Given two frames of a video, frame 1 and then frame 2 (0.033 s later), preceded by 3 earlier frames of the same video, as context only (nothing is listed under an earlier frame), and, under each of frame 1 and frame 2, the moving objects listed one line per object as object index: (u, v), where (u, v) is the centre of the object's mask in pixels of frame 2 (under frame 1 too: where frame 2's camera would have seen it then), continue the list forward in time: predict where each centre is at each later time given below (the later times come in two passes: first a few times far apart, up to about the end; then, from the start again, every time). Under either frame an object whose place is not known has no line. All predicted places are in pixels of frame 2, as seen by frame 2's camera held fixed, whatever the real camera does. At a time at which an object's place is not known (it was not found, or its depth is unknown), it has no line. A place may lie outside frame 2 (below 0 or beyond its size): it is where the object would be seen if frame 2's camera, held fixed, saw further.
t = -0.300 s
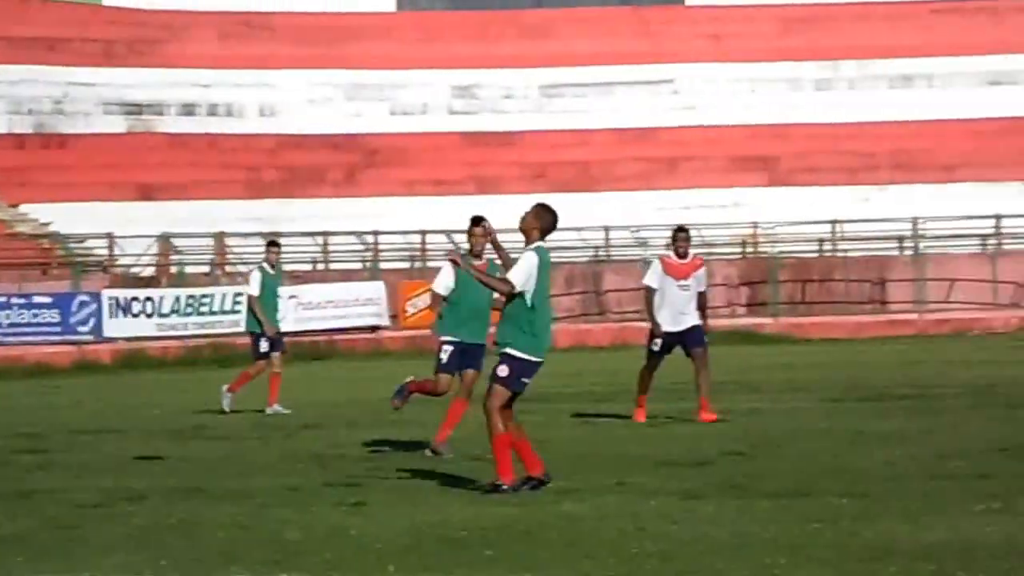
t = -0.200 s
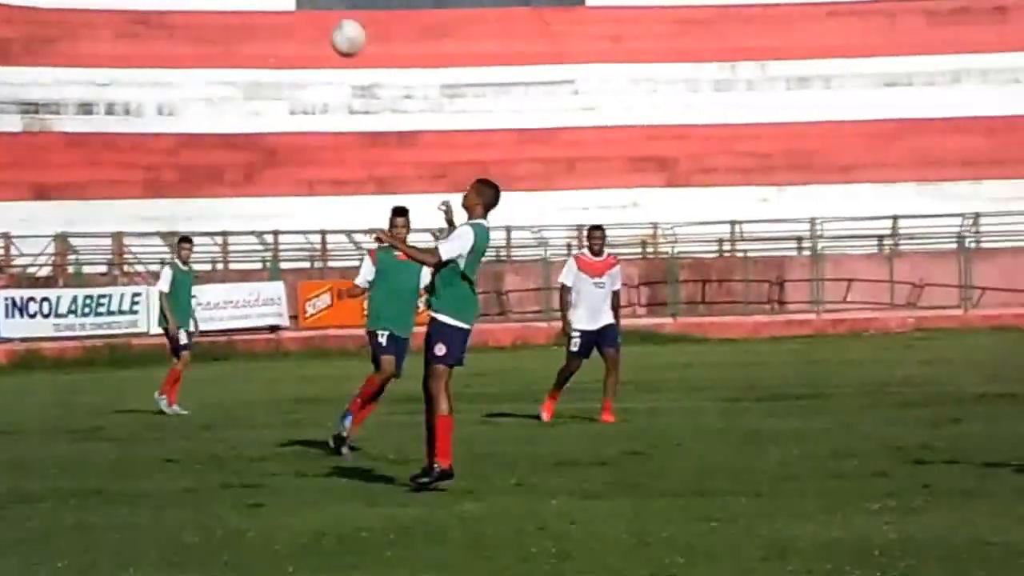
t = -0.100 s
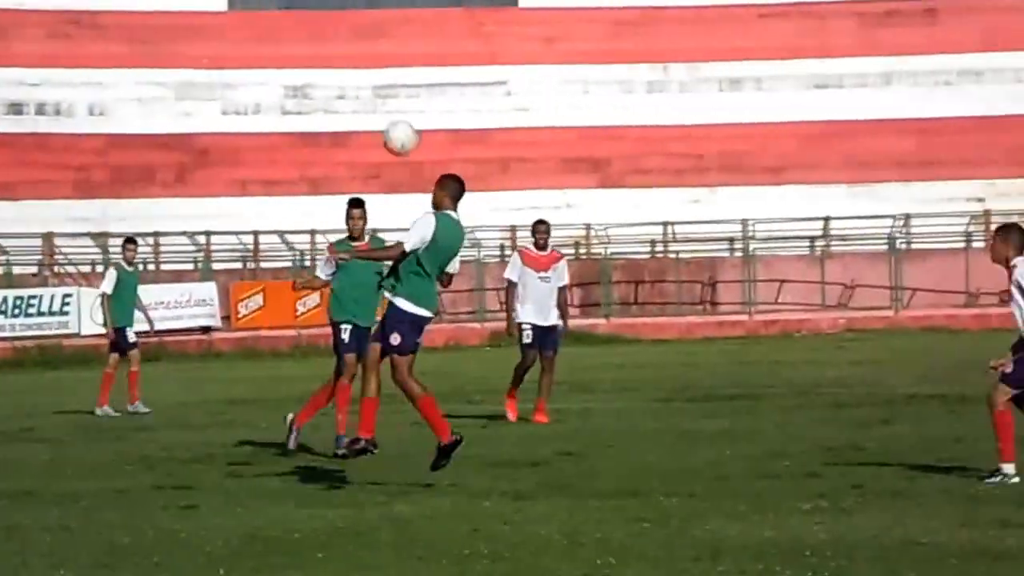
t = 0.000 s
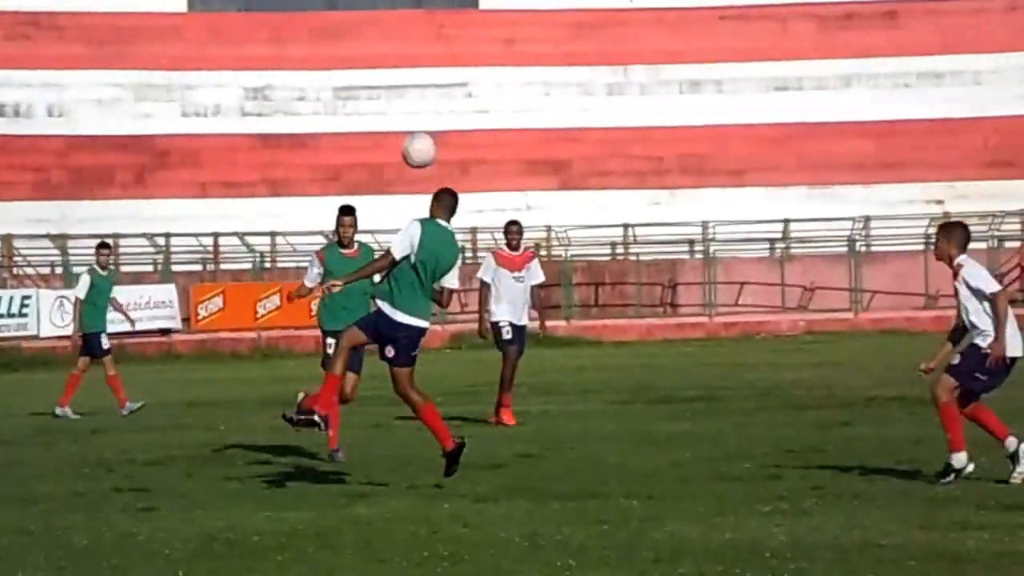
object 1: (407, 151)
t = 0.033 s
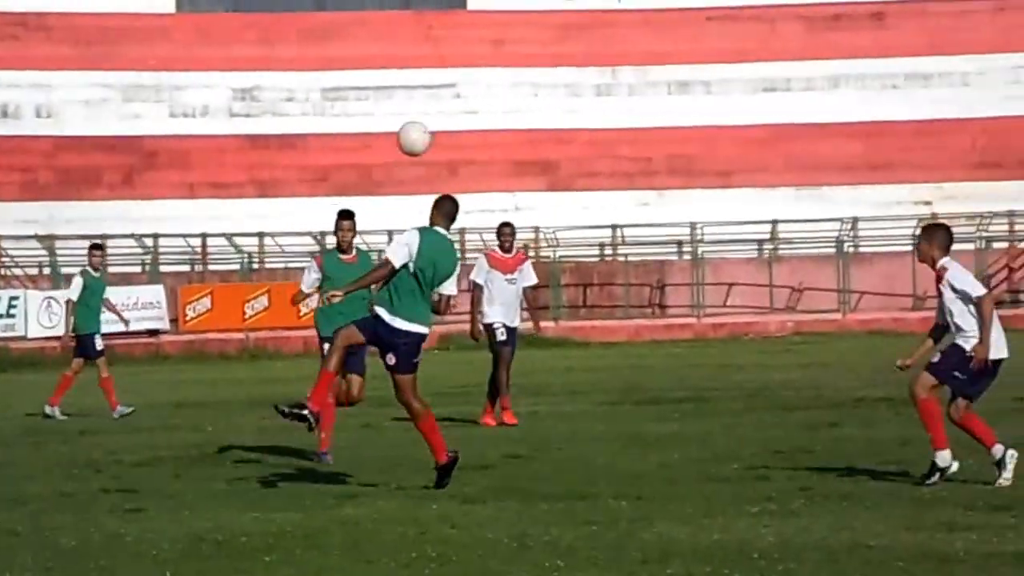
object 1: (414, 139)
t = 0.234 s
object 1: (455, 100)
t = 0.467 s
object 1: (503, 133)
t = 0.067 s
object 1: (420, 127)
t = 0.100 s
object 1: (427, 118)
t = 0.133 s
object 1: (434, 111)
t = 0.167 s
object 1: (441, 105)
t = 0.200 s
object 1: (448, 101)
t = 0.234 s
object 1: (455, 100)
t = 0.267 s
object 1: (462, 100)
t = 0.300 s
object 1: (469, 102)
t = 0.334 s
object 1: (476, 105)
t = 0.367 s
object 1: (483, 110)
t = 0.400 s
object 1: (489, 116)
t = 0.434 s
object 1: (496, 124)
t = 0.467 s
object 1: (503, 133)
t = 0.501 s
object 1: (511, 144)
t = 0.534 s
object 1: (517, 155)
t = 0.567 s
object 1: (527, 168)
